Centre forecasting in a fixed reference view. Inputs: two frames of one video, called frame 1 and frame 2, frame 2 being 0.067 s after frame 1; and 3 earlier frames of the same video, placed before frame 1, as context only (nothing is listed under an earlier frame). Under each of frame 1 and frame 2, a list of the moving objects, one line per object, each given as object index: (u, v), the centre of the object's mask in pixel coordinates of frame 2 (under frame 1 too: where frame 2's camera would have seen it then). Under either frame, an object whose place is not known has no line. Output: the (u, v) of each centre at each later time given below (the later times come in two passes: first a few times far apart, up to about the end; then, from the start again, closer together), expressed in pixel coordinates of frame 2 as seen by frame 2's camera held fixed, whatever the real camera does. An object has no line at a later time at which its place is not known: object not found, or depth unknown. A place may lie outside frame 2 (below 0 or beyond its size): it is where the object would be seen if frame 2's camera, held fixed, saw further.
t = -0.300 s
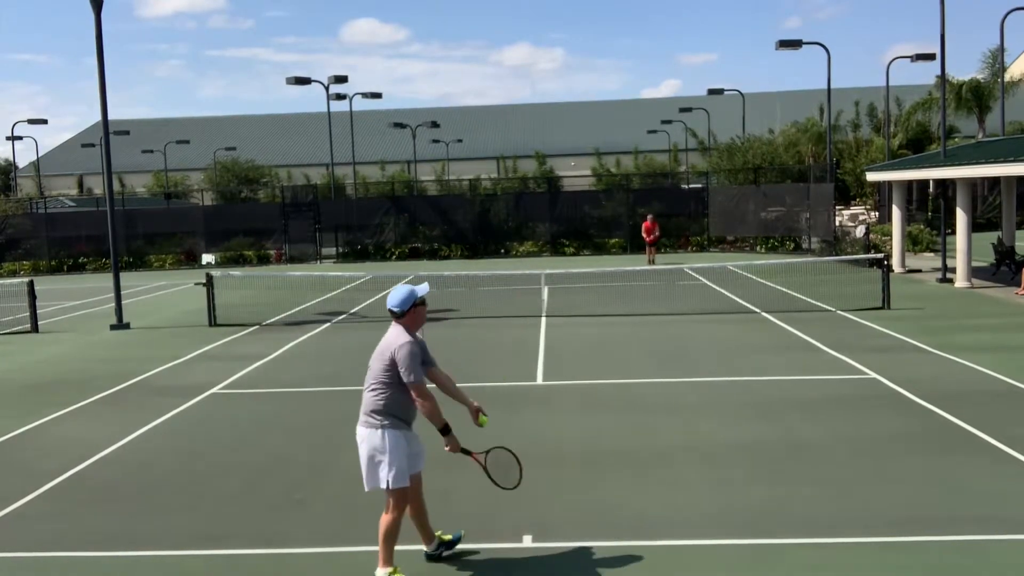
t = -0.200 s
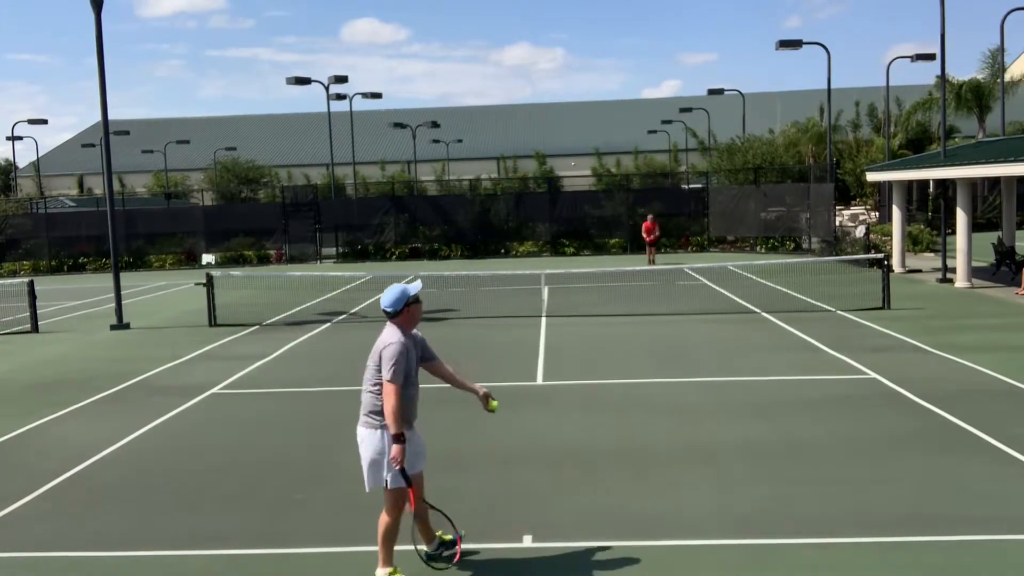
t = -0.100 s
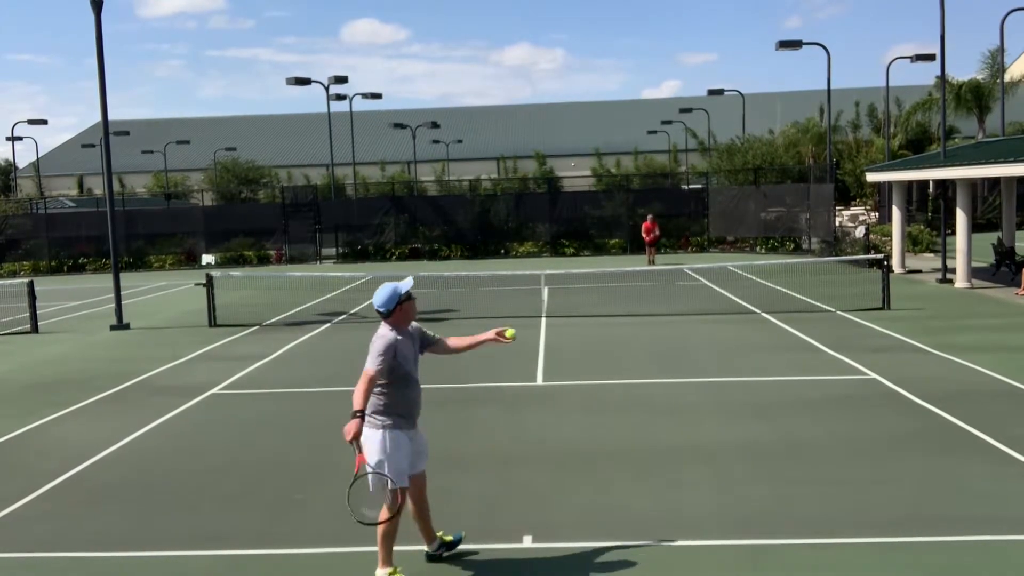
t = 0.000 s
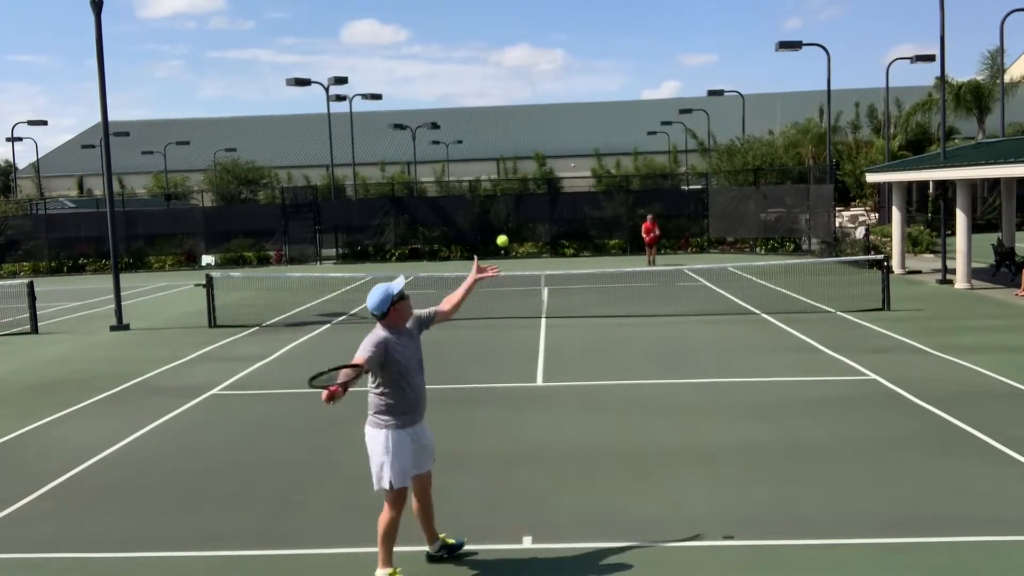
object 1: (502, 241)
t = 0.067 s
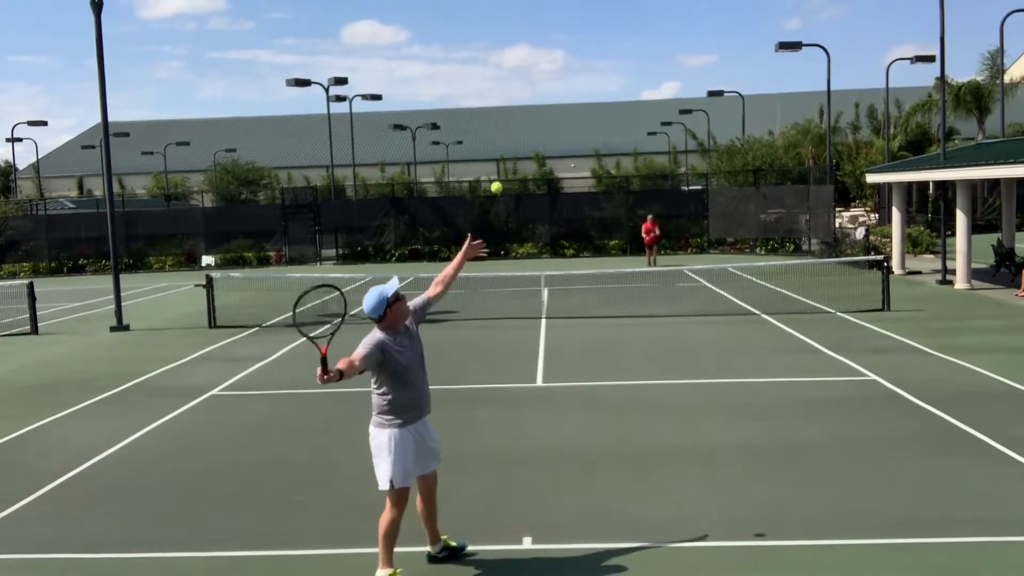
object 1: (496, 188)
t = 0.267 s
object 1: (480, 70)
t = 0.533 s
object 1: (460, 15)
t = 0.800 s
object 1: (445, 74)
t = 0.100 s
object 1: (493, 163)
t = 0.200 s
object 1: (485, 102)
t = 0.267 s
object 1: (480, 70)
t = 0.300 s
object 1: (477, 57)
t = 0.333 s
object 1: (474, 45)
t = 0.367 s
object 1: (472, 36)
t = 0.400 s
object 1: (470, 28)
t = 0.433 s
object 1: (467, 22)
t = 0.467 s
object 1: (464, 18)
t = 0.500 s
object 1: (462, 16)
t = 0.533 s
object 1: (460, 15)
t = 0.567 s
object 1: (458, 16)
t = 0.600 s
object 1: (456, 20)
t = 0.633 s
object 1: (454, 24)
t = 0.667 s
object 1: (452, 31)
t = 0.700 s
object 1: (449, 39)
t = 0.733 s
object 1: (448, 49)
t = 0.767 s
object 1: (446, 61)
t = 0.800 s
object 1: (445, 74)
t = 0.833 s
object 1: (443, 89)
